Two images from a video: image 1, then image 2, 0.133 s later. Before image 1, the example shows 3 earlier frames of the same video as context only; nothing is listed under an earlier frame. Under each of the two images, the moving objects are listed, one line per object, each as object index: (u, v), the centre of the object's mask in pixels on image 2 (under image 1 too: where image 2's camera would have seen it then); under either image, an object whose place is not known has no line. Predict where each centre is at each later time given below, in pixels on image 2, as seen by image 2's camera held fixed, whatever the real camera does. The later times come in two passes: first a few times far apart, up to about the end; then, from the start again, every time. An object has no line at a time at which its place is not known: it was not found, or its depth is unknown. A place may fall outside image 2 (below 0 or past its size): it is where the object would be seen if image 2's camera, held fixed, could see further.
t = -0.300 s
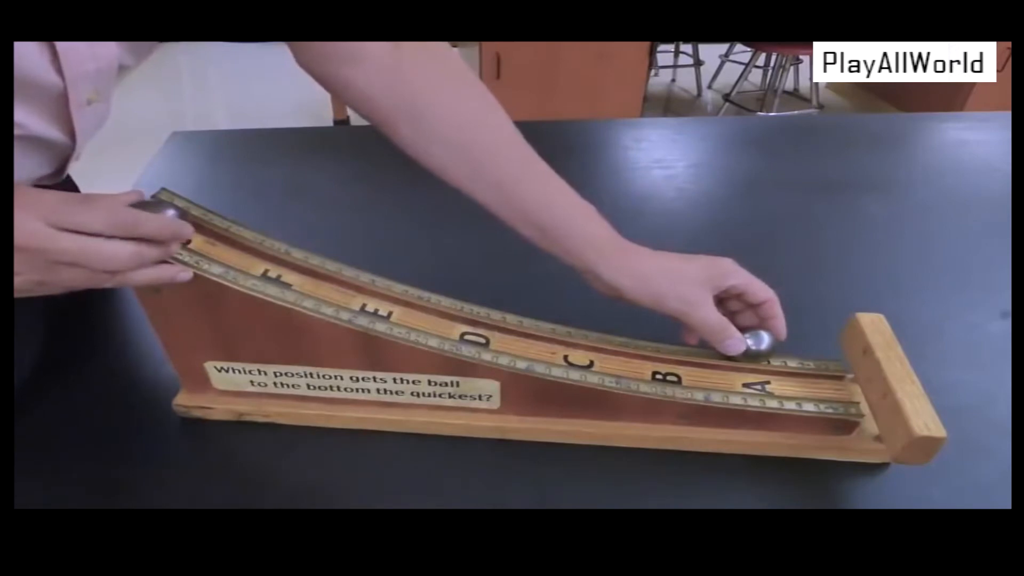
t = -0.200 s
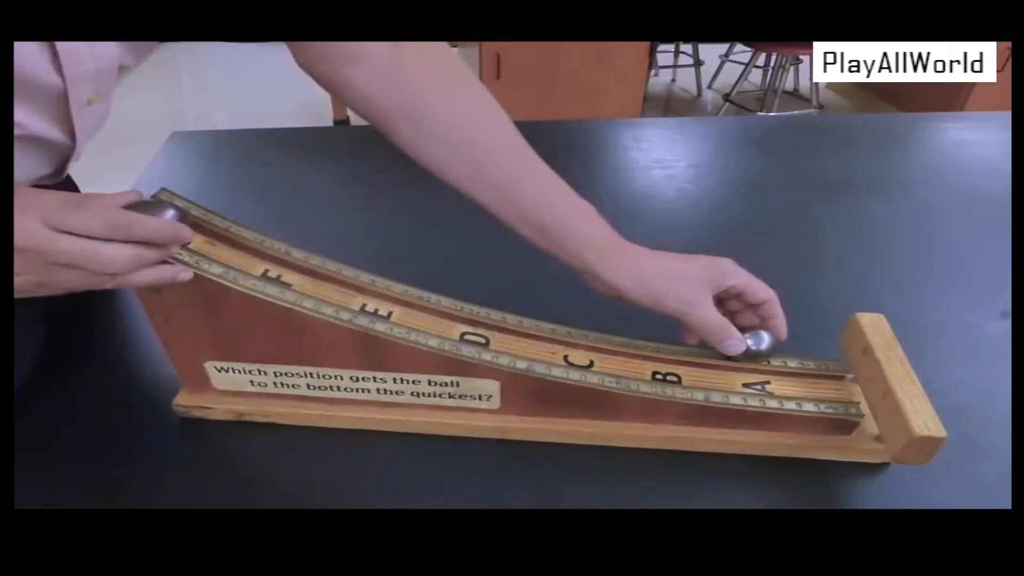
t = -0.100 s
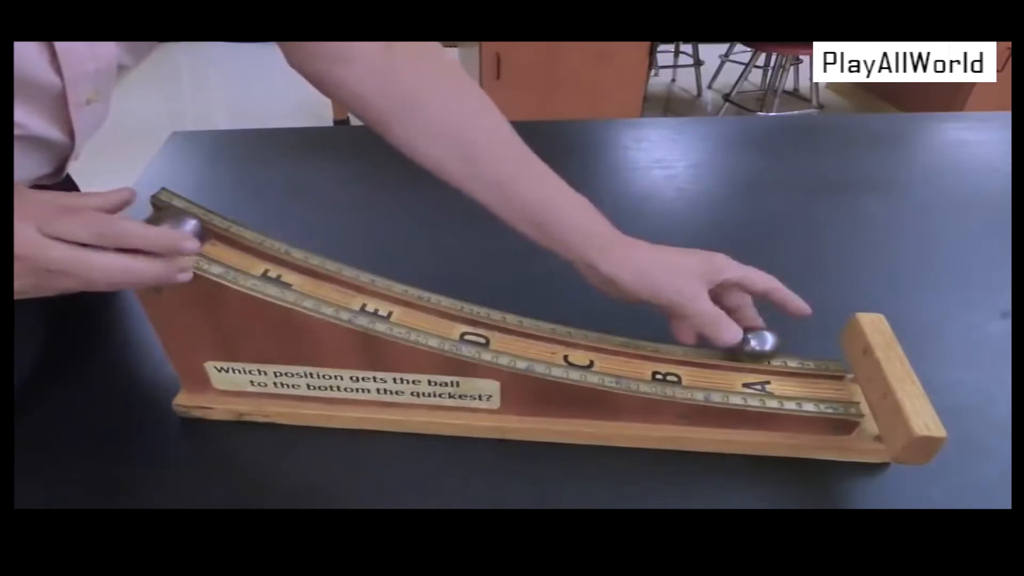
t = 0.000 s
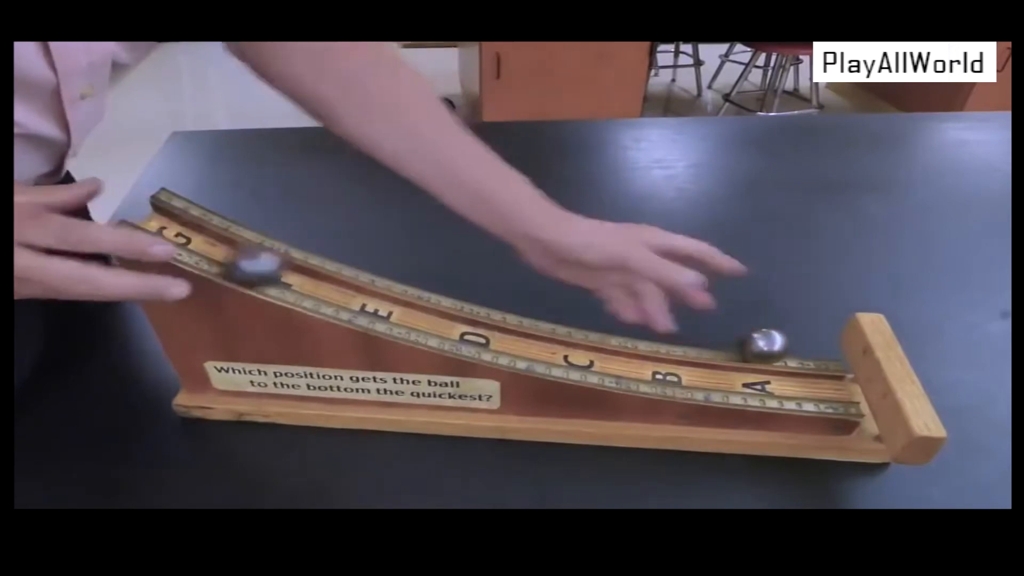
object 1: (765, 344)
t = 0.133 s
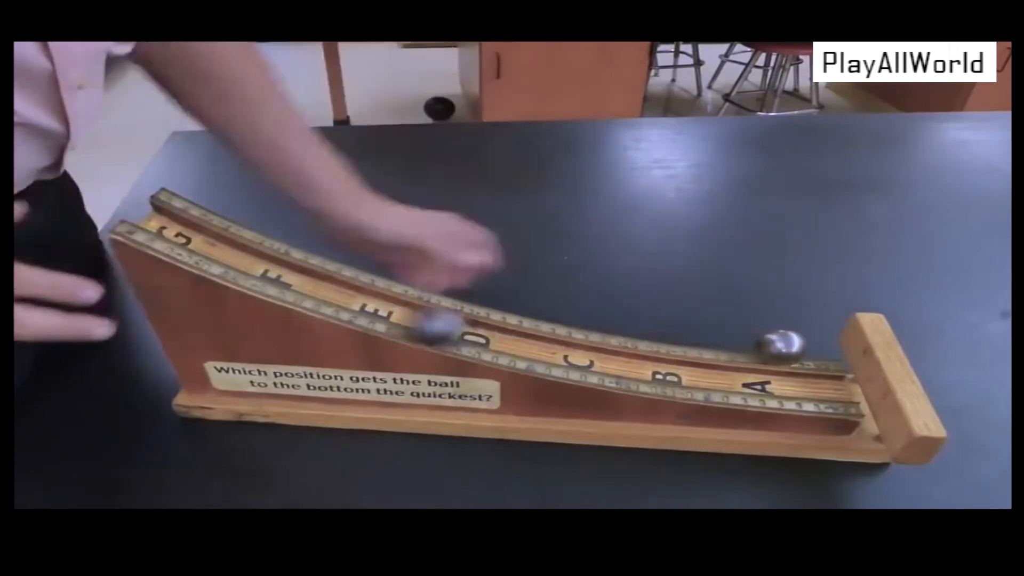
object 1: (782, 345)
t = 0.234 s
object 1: (799, 346)
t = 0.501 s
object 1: (839, 351)
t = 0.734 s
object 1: (839, 350)
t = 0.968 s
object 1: (840, 350)
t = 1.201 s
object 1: (840, 350)
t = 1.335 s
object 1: (840, 350)
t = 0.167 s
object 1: (787, 346)
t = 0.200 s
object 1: (793, 346)
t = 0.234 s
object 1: (799, 346)
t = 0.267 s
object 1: (807, 347)
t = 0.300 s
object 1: (813, 348)
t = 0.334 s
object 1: (820, 350)
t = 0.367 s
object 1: (828, 350)
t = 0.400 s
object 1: (836, 349)
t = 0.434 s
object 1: (840, 350)
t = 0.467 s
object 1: (839, 351)
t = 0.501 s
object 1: (839, 351)
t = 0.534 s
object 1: (838, 351)
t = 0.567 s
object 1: (838, 350)
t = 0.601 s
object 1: (839, 350)
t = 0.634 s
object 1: (839, 350)
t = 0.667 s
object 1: (839, 350)
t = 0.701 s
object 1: (839, 351)
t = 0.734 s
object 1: (839, 350)
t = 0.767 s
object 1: (839, 350)
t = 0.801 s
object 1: (839, 350)
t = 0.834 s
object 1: (839, 350)
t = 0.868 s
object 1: (839, 350)
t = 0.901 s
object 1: (840, 350)
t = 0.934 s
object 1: (840, 350)
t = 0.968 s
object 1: (840, 350)
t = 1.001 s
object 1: (840, 350)
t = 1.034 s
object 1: (840, 350)
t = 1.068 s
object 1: (840, 350)
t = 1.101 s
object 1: (840, 350)
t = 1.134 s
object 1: (840, 350)
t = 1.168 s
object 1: (840, 350)
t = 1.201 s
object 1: (840, 350)
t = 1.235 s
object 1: (840, 350)
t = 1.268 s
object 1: (840, 350)
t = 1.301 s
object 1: (840, 350)
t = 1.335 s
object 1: (840, 350)
